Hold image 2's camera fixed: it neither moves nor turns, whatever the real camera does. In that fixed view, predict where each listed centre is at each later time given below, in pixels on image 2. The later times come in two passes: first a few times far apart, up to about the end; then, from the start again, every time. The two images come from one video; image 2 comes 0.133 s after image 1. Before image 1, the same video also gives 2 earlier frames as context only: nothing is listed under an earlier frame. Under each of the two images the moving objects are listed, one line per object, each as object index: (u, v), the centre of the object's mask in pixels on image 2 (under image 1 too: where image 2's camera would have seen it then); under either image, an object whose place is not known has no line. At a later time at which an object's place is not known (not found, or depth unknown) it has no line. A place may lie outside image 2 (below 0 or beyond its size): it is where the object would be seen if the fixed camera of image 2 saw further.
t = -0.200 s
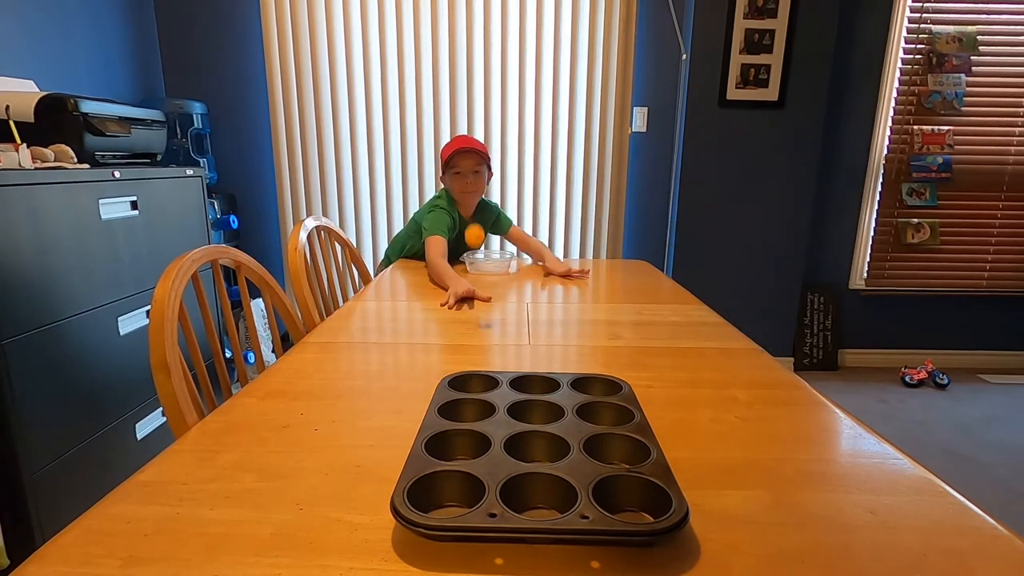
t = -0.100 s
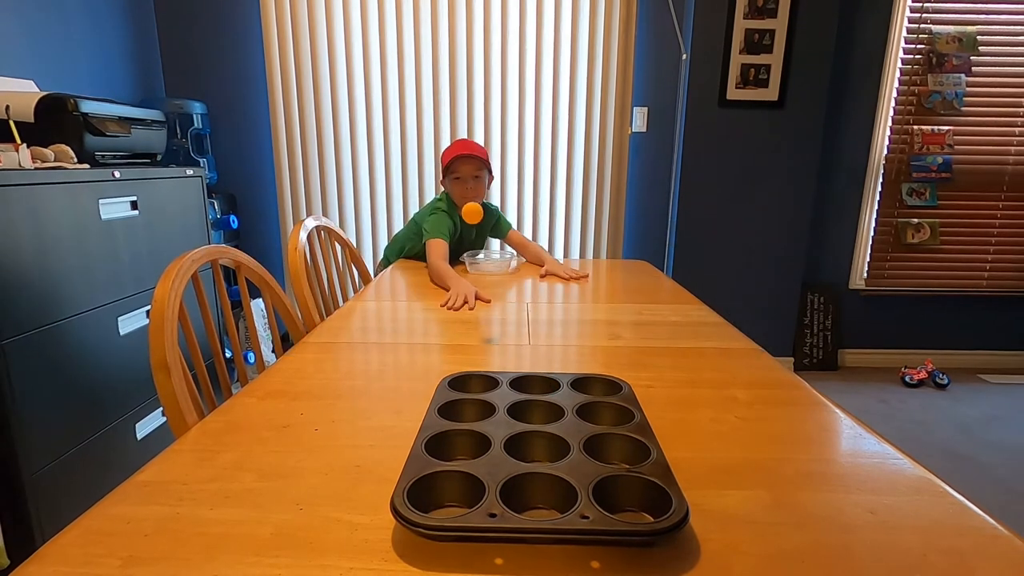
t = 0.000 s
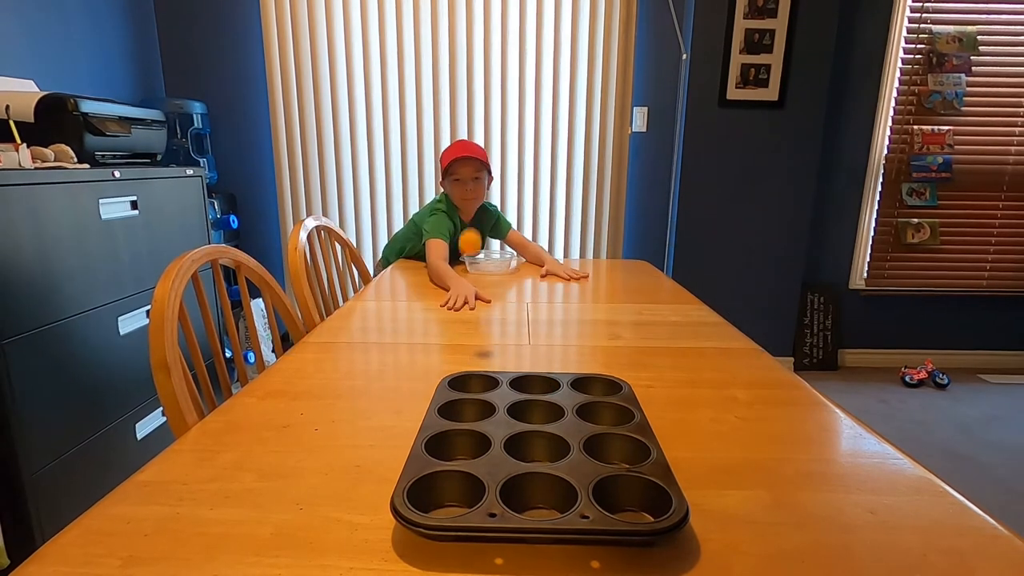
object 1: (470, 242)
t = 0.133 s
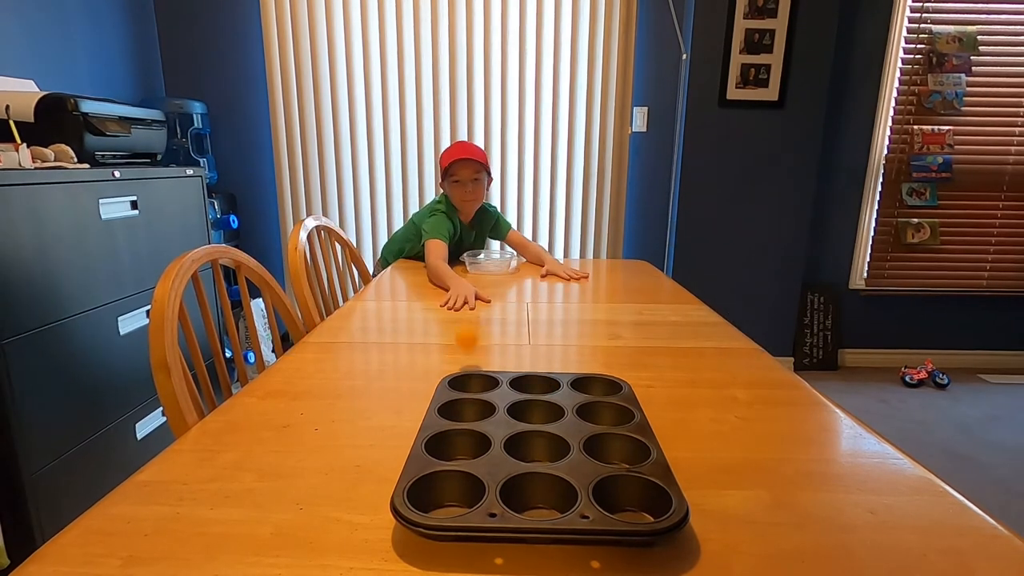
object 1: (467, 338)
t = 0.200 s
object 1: (464, 294)
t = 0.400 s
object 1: (457, 327)
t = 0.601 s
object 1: (493, 353)
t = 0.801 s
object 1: (532, 372)
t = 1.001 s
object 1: (529, 384)
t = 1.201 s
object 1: (533, 387)
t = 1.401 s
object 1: (542, 387)
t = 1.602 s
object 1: (531, 385)
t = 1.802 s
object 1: (527, 386)
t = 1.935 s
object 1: (529, 388)
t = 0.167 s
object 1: (466, 314)
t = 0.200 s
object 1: (464, 294)
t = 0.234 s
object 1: (462, 281)
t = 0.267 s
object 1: (461, 275)
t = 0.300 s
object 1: (460, 276)
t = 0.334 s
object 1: (459, 284)
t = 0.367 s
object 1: (458, 301)
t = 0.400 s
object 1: (457, 327)
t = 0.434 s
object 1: (456, 366)
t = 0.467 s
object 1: (460, 397)
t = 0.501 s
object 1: (469, 397)
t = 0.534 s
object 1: (476, 375)
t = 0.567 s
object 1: (485, 359)
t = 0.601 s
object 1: (493, 353)
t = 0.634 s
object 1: (500, 356)
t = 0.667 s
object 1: (508, 367)
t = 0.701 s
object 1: (514, 377)
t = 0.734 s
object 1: (520, 367)
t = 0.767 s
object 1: (526, 365)
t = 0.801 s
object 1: (532, 372)
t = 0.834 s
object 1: (537, 383)
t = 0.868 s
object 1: (540, 386)
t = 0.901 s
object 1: (542, 381)
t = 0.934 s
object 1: (540, 379)
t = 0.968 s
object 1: (533, 382)
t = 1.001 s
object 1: (529, 384)
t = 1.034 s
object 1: (527, 382)
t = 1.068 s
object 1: (525, 384)
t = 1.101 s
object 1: (528, 386)
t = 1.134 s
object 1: (529, 385)
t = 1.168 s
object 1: (531, 387)
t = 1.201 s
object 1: (533, 387)
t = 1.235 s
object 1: (535, 388)
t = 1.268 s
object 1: (537, 388)
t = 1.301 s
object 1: (539, 388)
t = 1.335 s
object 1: (541, 388)
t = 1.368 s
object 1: (542, 387)
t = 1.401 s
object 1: (542, 387)
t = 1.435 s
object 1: (542, 386)
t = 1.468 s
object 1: (540, 386)
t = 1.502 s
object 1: (538, 386)
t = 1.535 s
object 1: (536, 385)
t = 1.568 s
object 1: (533, 385)
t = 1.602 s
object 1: (531, 385)
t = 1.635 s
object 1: (530, 385)
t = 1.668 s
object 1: (528, 386)
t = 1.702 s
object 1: (528, 386)
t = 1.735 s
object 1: (527, 386)
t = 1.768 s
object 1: (527, 386)
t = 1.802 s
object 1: (527, 386)
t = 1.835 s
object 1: (527, 387)
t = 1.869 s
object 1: (527, 387)
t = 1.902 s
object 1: (528, 387)
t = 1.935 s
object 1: (529, 388)
